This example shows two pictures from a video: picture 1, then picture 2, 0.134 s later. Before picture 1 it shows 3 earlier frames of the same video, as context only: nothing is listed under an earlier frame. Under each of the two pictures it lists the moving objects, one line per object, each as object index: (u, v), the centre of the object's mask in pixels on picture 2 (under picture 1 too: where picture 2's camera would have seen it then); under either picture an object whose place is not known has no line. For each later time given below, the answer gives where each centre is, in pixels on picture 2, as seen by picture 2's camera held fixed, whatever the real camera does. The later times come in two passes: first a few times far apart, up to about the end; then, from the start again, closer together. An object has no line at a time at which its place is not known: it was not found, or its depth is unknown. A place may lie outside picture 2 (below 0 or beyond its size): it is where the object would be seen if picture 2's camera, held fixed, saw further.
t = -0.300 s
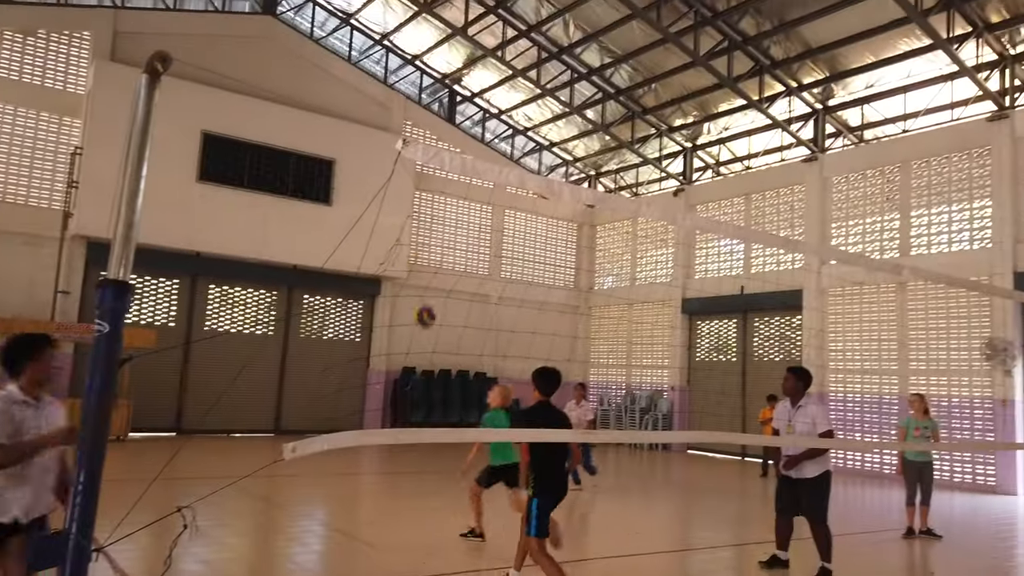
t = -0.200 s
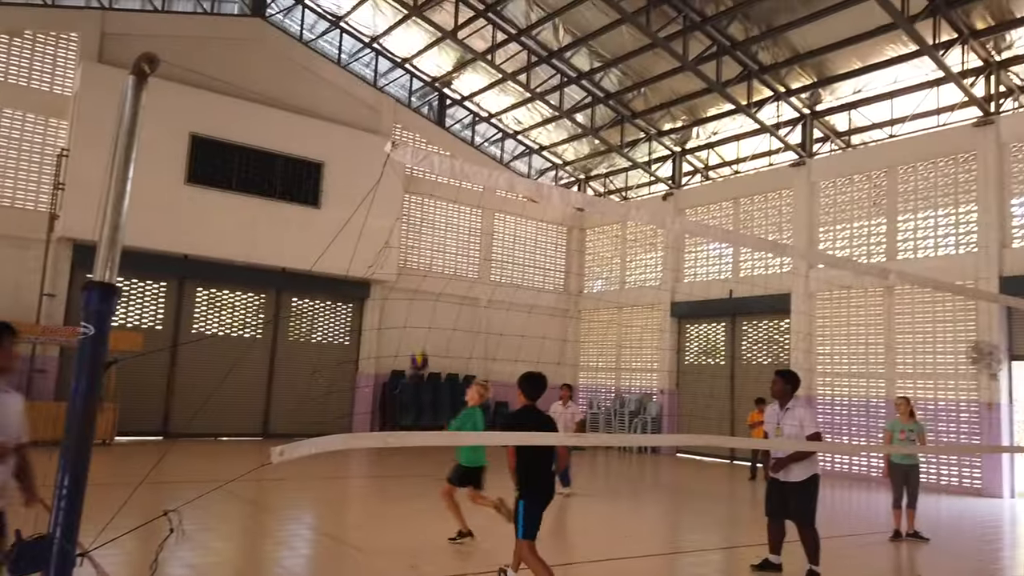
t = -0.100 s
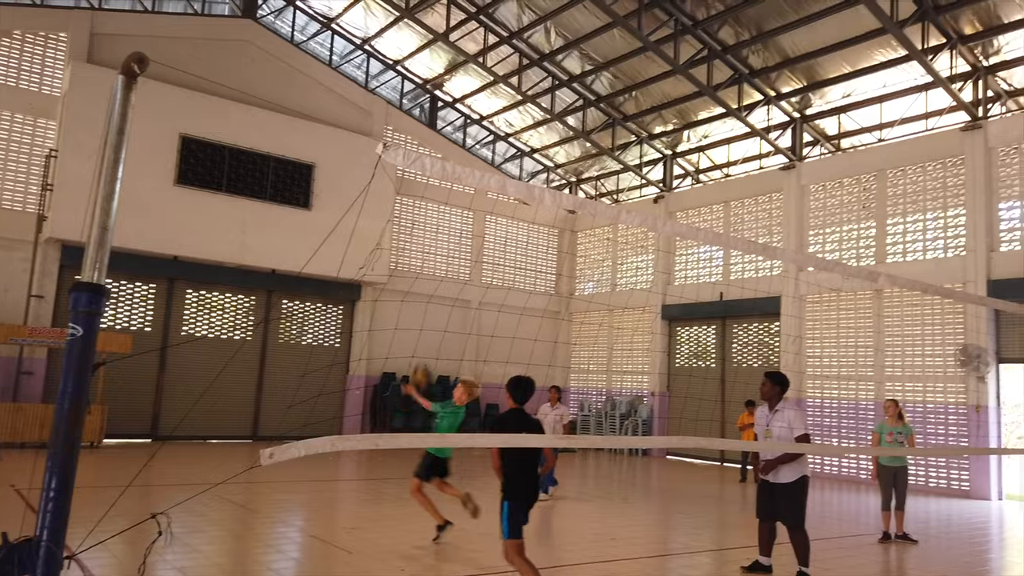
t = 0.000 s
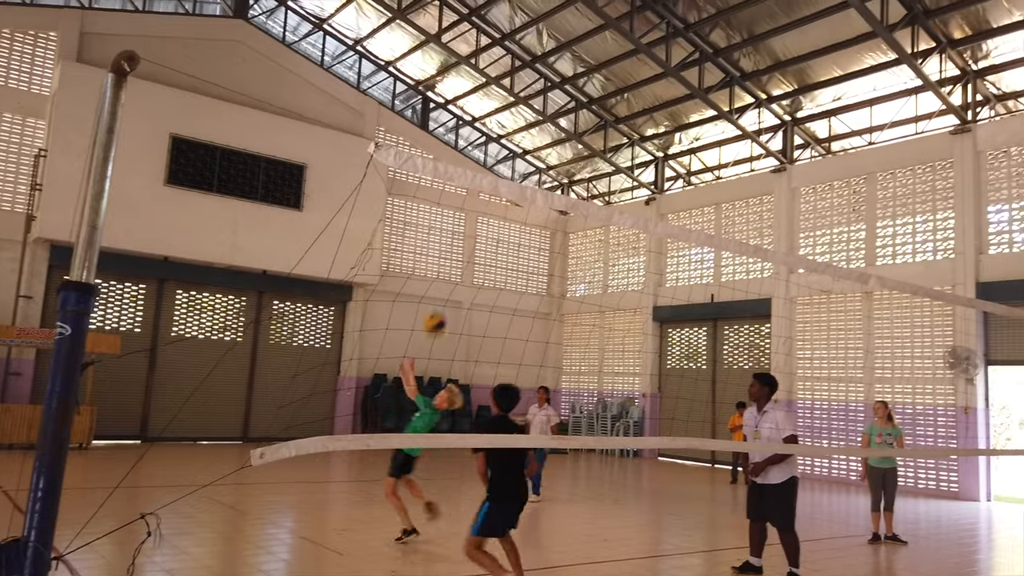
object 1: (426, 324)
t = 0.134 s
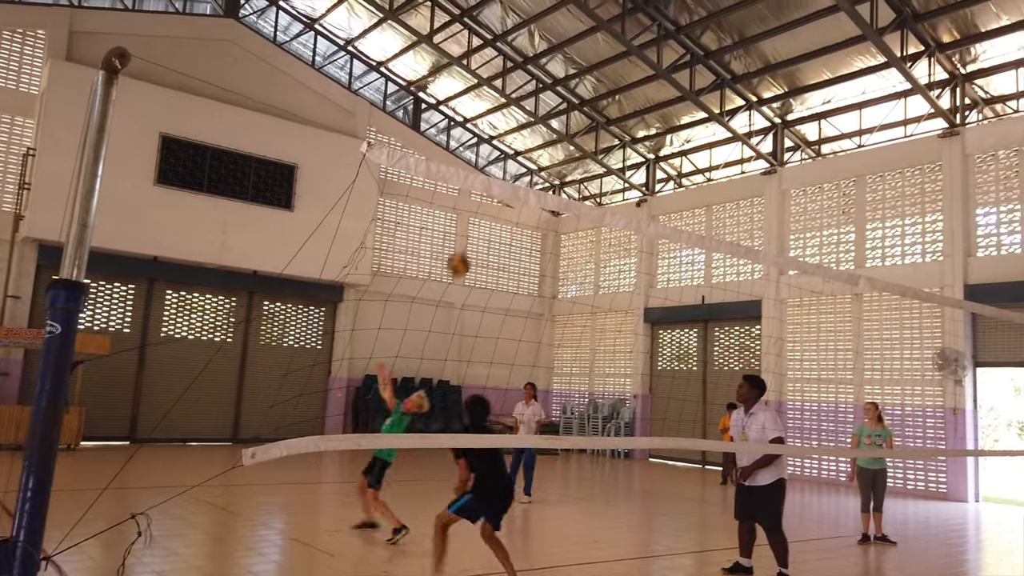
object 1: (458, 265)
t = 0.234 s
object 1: (484, 228)
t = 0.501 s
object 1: (562, 180)
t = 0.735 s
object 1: (652, 210)
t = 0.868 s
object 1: (715, 280)
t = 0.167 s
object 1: (466, 252)
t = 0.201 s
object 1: (475, 240)
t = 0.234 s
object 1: (484, 228)
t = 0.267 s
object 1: (493, 218)
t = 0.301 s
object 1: (502, 210)
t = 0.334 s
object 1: (510, 207)
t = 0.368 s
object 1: (513, 205)
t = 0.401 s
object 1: (532, 184)
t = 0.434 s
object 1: (542, 184)
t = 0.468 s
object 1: (552, 181)
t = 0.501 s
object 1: (562, 180)
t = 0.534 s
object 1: (574, 180)
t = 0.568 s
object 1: (586, 181)
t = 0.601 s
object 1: (597, 184)
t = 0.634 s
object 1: (610, 187)
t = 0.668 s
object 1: (623, 193)
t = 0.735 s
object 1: (652, 210)
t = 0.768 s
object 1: (667, 220)
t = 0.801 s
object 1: (685, 230)
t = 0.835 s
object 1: (697, 264)
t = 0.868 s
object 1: (715, 280)
